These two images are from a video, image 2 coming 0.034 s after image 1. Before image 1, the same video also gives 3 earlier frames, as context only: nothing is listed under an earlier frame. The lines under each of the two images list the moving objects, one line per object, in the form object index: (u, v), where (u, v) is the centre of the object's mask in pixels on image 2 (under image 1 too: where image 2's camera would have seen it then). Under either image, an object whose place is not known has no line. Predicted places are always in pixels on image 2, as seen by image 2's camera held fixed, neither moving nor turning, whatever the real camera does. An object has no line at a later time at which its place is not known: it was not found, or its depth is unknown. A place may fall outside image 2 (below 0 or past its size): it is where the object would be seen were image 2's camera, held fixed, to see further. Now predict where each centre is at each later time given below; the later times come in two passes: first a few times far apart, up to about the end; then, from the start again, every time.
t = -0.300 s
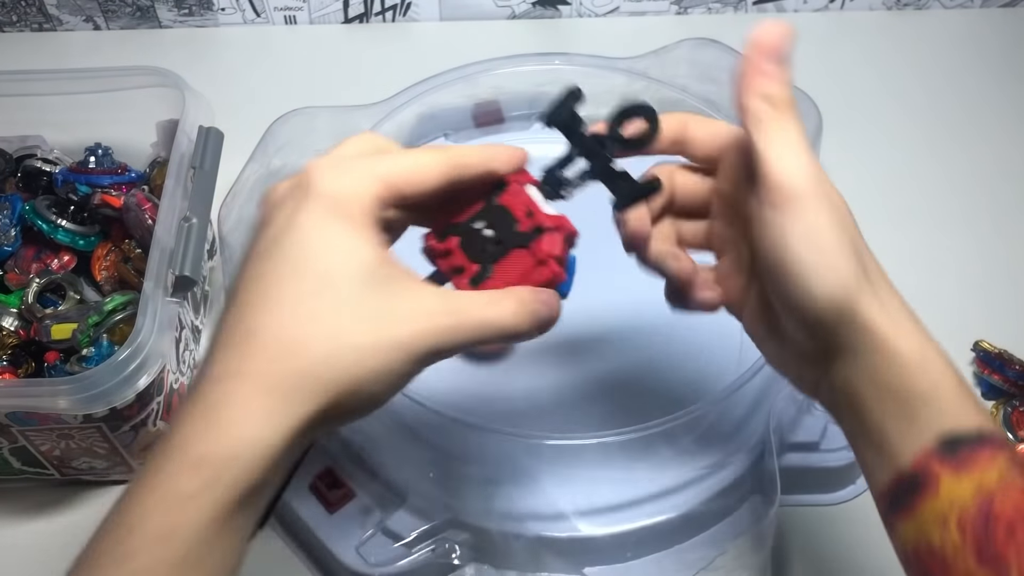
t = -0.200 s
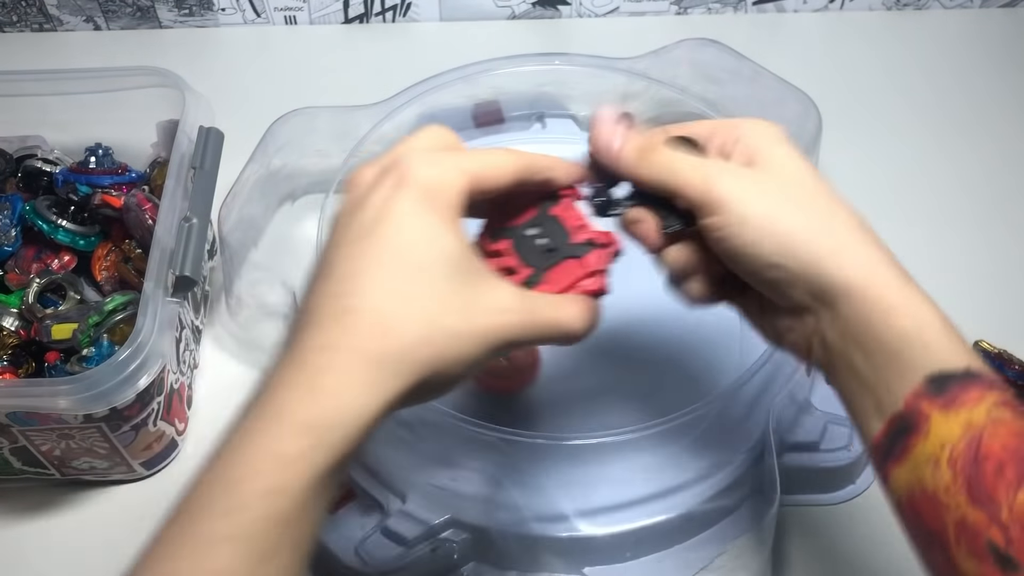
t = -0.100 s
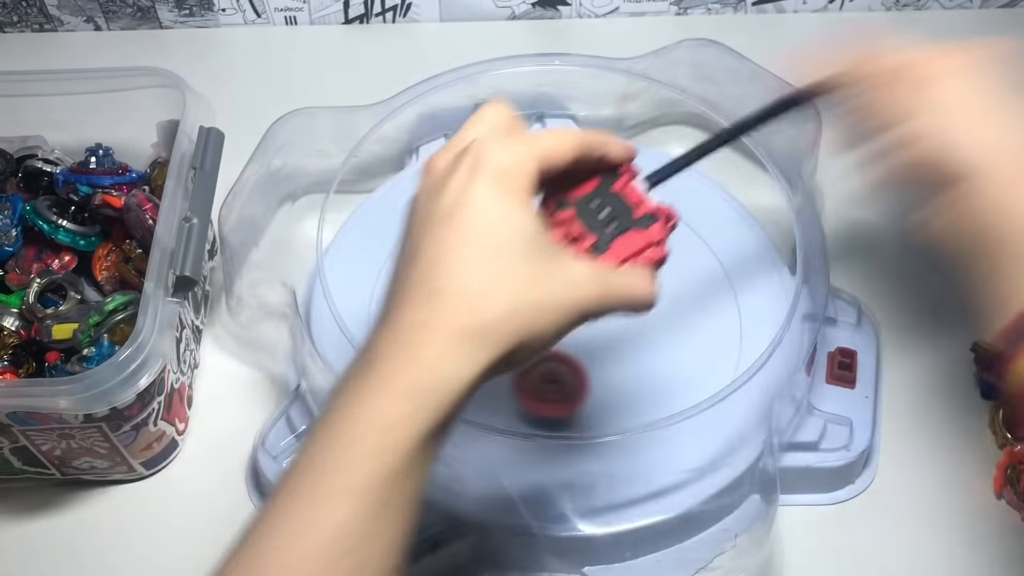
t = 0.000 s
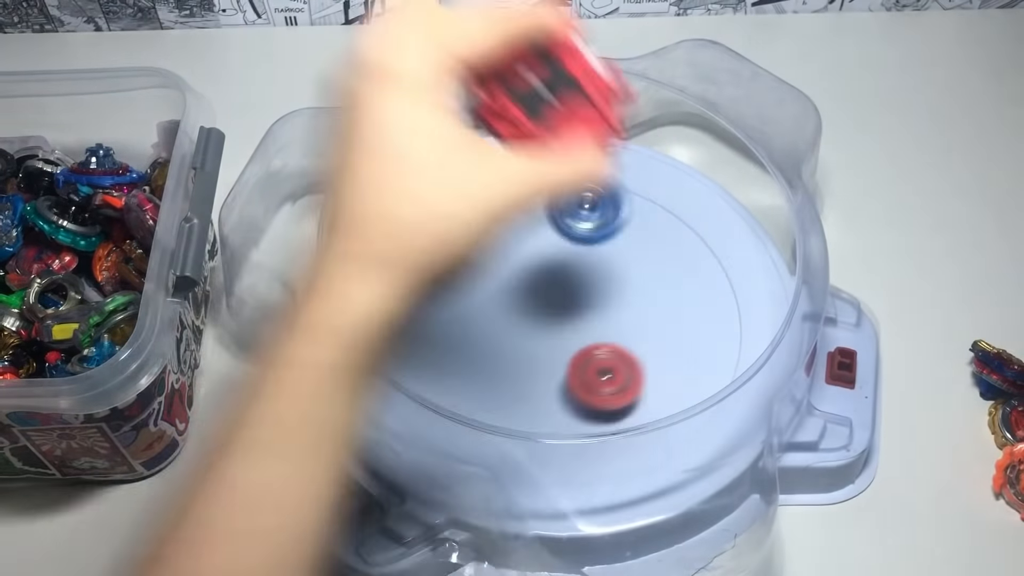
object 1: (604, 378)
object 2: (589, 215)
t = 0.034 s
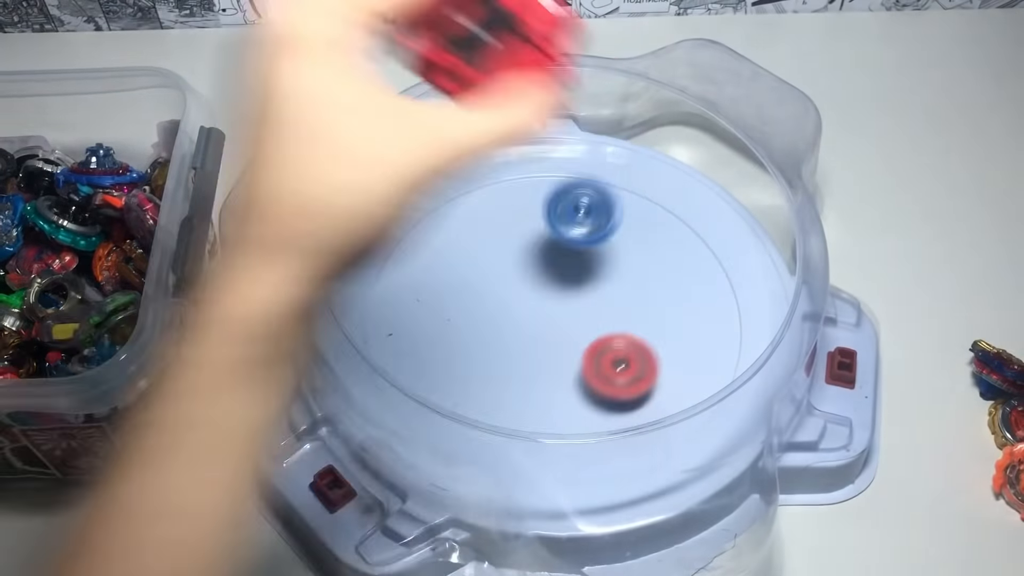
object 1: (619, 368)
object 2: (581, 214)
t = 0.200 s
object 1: (647, 309)
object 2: (557, 147)
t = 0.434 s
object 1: (576, 272)
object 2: (528, 197)
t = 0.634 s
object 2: (508, 256)
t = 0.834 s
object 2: (571, 321)
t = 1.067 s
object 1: (675, 363)
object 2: (622, 311)
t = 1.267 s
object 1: (644, 325)
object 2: (570, 275)
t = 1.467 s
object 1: (567, 329)
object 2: (529, 269)
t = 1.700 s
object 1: (522, 375)
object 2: (541, 312)
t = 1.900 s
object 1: (540, 389)
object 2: (609, 356)
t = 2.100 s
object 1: (552, 352)
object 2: (631, 334)
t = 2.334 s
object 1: (478, 320)
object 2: (662, 275)
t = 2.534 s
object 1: (428, 321)
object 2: (614, 292)
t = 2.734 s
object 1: (461, 339)
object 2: (538, 323)
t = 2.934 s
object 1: (343, 339)
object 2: (752, 259)
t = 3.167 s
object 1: (397, 327)
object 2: (599, 285)
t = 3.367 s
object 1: (347, 329)
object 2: (644, 285)
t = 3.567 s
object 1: (436, 352)
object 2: (755, 263)
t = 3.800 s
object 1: (574, 292)
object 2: (667, 283)
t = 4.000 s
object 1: (570, 215)
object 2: (583, 345)
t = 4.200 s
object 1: (609, 220)
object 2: (516, 367)
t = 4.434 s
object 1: (641, 272)
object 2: (524, 357)
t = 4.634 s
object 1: (650, 332)
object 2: (566, 339)
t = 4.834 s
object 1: (632, 382)
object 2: (570, 320)
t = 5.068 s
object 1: (567, 403)
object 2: (538, 316)
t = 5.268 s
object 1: (506, 386)
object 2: (517, 327)
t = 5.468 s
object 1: (452, 361)
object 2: (552, 290)
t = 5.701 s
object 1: (471, 300)
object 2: (580, 256)
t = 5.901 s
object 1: (514, 253)
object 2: (580, 271)
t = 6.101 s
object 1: (525, 219)
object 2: (645, 324)
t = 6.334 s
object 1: (577, 247)
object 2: (634, 350)
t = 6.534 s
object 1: (632, 290)
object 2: (566, 349)
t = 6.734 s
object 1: (713, 289)
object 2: (414, 374)
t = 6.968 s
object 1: (650, 332)
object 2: (521, 366)
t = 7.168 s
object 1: (645, 353)
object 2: (555, 312)
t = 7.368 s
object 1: (586, 338)
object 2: (546, 285)
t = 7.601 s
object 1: (553, 314)
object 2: (520, 256)
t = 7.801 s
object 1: (564, 326)
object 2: (514, 243)
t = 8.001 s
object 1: (577, 355)
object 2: (530, 236)
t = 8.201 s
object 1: (556, 364)
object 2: (568, 287)
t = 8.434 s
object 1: (524, 344)
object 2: (620, 326)
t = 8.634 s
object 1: (538, 328)
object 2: (616, 348)
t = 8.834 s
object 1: (551, 310)
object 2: (602, 370)
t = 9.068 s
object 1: (562, 280)
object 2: (559, 394)
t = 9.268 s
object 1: (557, 278)
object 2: (541, 346)
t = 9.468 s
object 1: (637, 251)
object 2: (454, 355)
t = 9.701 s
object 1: (619, 255)
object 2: (469, 347)
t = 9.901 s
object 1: (601, 260)
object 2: (518, 344)
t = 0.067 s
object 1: (631, 358)
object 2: (575, 229)
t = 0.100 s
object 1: (639, 346)
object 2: (570, 201)
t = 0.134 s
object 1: (646, 335)
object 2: (567, 171)
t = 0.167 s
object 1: (648, 323)
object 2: (561, 151)
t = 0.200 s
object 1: (647, 309)
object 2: (557, 147)
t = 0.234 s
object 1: (641, 295)
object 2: (548, 160)
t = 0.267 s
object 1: (632, 282)
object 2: (545, 168)
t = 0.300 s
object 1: (621, 271)
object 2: (544, 171)
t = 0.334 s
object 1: (608, 261)
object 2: (543, 180)
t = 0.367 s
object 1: (593, 254)
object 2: (543, 192)
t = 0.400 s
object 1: (582, 258)
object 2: (538, 200)
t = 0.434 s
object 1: (576, 272)
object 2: (528, 197)
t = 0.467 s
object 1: (569, 288)
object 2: (518, 199)
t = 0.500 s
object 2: (509, 204)
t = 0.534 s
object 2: (504, 213)
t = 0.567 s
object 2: (502, 225)
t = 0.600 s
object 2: (504, 240)
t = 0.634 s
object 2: (508, 256)
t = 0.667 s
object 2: (514, 273)
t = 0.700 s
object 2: (523, 290)
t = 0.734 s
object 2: (535, 305)
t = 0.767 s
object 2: (547, 312)
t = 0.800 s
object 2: (559, 317)
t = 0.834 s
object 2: (571, 321)
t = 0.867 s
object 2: (583, 323)
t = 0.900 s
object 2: (595, 323)
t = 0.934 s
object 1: (644, 391)
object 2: (605, 322)
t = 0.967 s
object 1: (655, 386)
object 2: (613, 320)
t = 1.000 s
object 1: (665, 380)
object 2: (619, 318)
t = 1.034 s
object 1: (671, 373)
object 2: (622, 314)
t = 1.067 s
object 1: (675, 363)
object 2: (622, 311)
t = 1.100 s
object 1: (674, 353)
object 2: (619, 308)
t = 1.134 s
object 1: (673, 347)
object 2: (611, 298)
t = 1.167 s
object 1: (668, 340)
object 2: (602, 292)
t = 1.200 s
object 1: (661, 334)
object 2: (591, 286)
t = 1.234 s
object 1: (653, 329)
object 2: (580, 281)
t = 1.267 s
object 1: (644, 325)
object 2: (570, 275)
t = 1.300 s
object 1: (634, 321)
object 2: (561, 272)
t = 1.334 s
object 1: (622, 319)
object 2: (553, 269)
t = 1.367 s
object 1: (608, 319)
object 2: (547, 270)
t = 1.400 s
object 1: (592, 317)
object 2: (541, 272)
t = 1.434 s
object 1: (579, 323)
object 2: (535, 271)
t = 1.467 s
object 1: (567, 329)
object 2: (529, 269)
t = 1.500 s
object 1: (557, 336)
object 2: (524, 268)
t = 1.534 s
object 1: (547, 343)
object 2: (522, 271)
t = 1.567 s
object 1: (539, 349)
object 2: (521, 275)
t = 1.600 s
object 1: (532, 356)
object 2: (523, 282)
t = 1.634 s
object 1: (526, 363)
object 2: (527, 292)
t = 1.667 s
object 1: (523, 369)
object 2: (533, 302)
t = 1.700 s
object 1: (522, 375)
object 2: (541, 312)
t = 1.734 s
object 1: (523, 382)
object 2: (551, 323)
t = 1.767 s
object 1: (525, 388)
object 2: (562, 333)
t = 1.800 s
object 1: (528, 392)
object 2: (574, 342)
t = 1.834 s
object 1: (533, 393)
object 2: (587, 348)
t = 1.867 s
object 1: (537, 392)
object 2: (599, 353)
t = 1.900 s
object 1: (540, 389)
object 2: (609, 356)
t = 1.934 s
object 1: (543, 385)
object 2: (617, 357)
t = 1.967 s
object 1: (546, 380)
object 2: (622, 356)
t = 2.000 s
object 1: (548, 373)
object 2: (626, 353)
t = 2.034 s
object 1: (550, 365)
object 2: (629, 348)
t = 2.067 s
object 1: (551, 358)
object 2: (630, 342)
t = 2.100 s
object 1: (552, 352)
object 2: (631, 334)
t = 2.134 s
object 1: (552, 345)
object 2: (630, 325)
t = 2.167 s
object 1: (551, 339)
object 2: (626, 316)
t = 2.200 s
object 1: (551, 333)
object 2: (622, 308)
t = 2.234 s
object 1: (531, 328)
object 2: (633, 299)
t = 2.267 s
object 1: (509, 326)
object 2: (647, 288)
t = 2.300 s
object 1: (492, 323)
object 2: (656, 280)
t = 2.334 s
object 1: (478, 320)
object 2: (662, 275)
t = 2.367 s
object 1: (466, 319)
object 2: (663, 272)
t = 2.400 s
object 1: (454, 318)
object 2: (659, 271)
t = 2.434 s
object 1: (445, 318)
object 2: (652, 274)
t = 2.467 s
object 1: (437, 317)
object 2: (642, 278)
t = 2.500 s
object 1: (431, 320)
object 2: (629, 285)
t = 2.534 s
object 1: (428, 321)
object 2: (614, 292)
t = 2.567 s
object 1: (426, 326)
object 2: (599, 299)
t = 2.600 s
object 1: (428, 329)
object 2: (585, 306)
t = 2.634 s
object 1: (432, 333)
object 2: (571, 311)
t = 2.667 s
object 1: (440, 336)
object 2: (559, 316)
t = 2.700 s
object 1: (449, 339)
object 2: (548, 320)
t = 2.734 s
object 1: (461, 339)
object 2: (538, 323)
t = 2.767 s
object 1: (433, 342)
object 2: (566, 320)
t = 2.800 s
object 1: (384, 344)
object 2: (616, 309)
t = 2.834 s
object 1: (364, 339)
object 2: (663, 296)
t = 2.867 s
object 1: (351, 341)
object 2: (703, 283)
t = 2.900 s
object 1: (344, 339)
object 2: (734, 271)
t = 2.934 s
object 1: (343, 339)
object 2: (752, 259)
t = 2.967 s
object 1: (346, 338)
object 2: (759, 258)
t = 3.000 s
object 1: (350, 336)
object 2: (738, 260)
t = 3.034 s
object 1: (357, 334)
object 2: (713, 267)
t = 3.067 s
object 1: (364, 333)
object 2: (686, 270)
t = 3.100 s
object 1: (373, 330)
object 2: (657, 275)
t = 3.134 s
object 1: (385, 328)
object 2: (628, 280)
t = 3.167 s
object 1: (397, 327)
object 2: (599, 285)
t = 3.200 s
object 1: (413, 325)
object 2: (572, 292)
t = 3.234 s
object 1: (431, 325)
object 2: (546, 298)
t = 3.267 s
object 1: (448, 322)
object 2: (524, 304)
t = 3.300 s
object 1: (406, 325)
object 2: (560, 300)
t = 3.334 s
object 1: (371, 324)
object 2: (604, 292)
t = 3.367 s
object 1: (347, 329)
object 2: (644, 285)
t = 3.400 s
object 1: (340, 336)
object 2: (679, 277)
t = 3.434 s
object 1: (354, 345)
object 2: (708, 270)
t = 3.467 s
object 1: (371, 345)
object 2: (730, 264)
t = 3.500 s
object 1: (391, 348)
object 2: (743, 259)
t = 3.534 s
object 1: (414, 351)
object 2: (752, 261)
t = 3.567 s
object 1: (436, 352)
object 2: (755, 263)
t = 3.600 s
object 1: (461, 349)
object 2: (755, 264)
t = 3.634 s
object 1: (485, 345)
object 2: (750, 266)
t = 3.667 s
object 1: (508, 338)
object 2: (740, 267)
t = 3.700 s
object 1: (529, 329)
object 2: (726, 271)
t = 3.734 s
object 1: (547, 319)
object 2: (709, 275)
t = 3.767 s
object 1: (561, 306)
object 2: (690, 279)
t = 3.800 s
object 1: (574, 292)
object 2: (667, 283)
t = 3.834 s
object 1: (579, 278)
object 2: (648, 288)
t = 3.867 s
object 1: (575, 258)
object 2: (637, 302)
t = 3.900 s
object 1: (570, 242)
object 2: (625, 316)
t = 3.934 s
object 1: (567, 230)
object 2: (612, 327)
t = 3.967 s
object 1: (567, 221)
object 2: (597, 337)
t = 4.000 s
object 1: (570, 215)
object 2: (583, 345)
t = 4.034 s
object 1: (576, 211)
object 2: (569, 352)
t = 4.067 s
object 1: (583, 211)
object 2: (555, 358)
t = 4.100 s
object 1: (589, 211)
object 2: (543, 362)
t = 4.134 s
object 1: (596, 213)
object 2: (532, 365)
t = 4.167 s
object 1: (603, 216)
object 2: (523, 366)
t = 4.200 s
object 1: (609, 220)
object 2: (516, 367)
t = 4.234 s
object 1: (615, 225)
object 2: (512, 367)
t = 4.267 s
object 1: (620, 231)
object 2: (509, 366)
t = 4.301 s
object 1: (625, 238)
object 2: (509, 366)
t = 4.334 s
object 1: (629, 246)
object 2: (510, 364)
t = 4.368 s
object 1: (634, 254)
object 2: (514, 362)
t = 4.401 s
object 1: (638, 264)
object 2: (518, 360)
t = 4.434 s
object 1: (641, 272)
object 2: (524, 357)
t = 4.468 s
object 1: (644, 283)
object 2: (530, 353)
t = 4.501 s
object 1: (647, 292)
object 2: (536, 350)
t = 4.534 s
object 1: (649, 303)
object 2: (543, 347)
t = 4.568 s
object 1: (651, 312)
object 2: (551, 344)
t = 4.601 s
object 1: (651, 323)
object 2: (559, 342)
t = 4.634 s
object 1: (650, 332)
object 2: (566, 339)
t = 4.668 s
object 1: (649, 340)
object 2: (572, 336)
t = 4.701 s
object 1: (647, 349)
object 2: (576, 333)
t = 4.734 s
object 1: (646, 358)
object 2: (575, 329)
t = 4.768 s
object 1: (643, 368)
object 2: (575, 325)
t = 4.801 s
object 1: (638, 375)
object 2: (573, 322)
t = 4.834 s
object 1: (632, 382)
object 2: (570, 320)
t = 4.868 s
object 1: (624, 388)
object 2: (567, 317)
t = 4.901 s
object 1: (616, 393)
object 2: (562, 316)
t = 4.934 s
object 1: (607, 397)
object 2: (557, 315)
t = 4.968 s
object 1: (597, 400)
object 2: (551, 315)
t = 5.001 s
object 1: (587, 402)
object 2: (546, 315)
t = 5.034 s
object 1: (577, 404)
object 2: (542, 316)
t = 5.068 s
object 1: (567, 403)
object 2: (538, 316)
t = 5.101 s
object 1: (556, 402)
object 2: (532, 319)
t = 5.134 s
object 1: (546, 402)
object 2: (529, 320)
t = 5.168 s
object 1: (535, 398)
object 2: (526, 322)
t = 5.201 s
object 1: (525, 396)
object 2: (524, 324)
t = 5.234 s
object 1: (515, 391)
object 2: (520, 325)
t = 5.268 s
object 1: (506, 386)
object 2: (517, 327)
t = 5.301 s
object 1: (498, 381)
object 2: (514, 327)
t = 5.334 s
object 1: (487, 378)
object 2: (517, 326)
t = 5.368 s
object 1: (473, 377)
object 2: (526, 317)
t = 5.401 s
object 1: (462, 374)
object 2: (535, 308)
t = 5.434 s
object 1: (455, 368)
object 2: (544, 299)
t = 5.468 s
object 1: (452, 361)
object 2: (552, 290)
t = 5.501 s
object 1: (450, 352)
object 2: (559, 281)
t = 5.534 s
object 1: (451, 343)
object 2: (565, 274)
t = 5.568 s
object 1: (453, 334)
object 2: (570, 269)
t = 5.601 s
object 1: (456, 326)
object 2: (574, 264)
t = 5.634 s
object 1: (460, 317)
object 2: (577, 260)
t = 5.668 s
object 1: (466, 308)
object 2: (579, 257)
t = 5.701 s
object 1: (471, 300)
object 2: (580, 256)
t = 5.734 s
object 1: (478, 292)
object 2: (581, 256)
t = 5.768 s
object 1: (485, 283)
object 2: (581, 257)
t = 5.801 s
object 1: (492, 275)
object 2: (581, 259)
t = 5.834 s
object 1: (499, 267)
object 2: (580, 262)
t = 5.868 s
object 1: (507, 260)
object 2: (579, 265)
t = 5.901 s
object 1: (514, 253)
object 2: (580, 271)
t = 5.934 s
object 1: (510, 241)
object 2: (593, 280)
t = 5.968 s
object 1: (508, 231)
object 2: (606, 291)
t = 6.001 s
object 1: (510, 225)
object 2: (618, 301)
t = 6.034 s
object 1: (514, 221)
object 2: (629, 310)
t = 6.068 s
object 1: (519, 219)
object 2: (638, 317)
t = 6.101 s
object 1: (525, 219)
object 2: (645, 324)
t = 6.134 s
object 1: (531, 220)
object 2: (650, 331)
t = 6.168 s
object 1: (538, 222)
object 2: (652, 336)
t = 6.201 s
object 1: (545, 226)
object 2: (652, 342)
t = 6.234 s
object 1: (553, 230)
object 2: (650, 344)
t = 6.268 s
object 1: (561, 236)
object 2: (646, 347)
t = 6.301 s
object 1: (569, 241)
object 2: (641, 349)
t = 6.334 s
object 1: (577, 247)
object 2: (634, 350)
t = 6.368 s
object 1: (585, 255)
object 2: (627, 350)
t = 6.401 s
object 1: (592, 262)
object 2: (618, 350)
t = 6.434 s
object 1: (600, 270)
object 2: (610, 349)
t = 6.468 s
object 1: (607, 277)
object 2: (600, 348)
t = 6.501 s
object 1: (614, 285)
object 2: (590, 346)
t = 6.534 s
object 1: (632, 290)
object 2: (566, 349)
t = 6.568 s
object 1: (660, 284)
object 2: (532, 357)
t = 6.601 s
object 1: (685, 281)
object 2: (501, 362)
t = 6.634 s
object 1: (707, 282)
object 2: (472, 366)
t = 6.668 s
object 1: (722, 284)
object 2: (447, 369)
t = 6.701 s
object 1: (721, 285)
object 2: (429, 370)
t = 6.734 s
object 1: (713, 289)
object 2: (414, 374)
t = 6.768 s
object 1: (702, 292)
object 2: (409, 375)
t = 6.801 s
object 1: (692, 298)
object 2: (416, 376)
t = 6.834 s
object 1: (684, 303)
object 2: (429, 375)
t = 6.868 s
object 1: (675, 309)
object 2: (445, 374)
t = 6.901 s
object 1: (667, 317)
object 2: (467, 374)
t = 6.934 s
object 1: (658, 325)
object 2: (493, 370)
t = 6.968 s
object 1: (650, 332)
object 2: (521, 366)
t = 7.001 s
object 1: (640, 339)
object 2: (549, 361)
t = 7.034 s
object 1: (639, 347)
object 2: (564, 353)
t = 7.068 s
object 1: (647, 349)
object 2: (563, 342)
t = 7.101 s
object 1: (653, 353)
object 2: (560, 330)
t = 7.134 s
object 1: (652, 354)
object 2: (557, 320)
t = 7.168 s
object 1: (645, 353)
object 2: (555, 312)
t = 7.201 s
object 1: (634, 352)
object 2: (552, 304)
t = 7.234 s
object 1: (623, 350)
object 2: (550, 299)
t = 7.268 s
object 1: (613, 347)
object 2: (550, 295)
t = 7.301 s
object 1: (603, 344)
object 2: (549, 293)
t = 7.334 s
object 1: (593, 339)
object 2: (548, 291)
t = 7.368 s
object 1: (586, 338)
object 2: (546, 285)
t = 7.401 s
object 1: (578, 336)
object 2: (543, 277)
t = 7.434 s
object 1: (571, 332)
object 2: (539, 271)
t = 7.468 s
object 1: (564, 327)
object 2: (535, 268)
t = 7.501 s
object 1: (560, 321)
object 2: (531, 265)
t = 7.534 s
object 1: (557, 319)
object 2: (528, 262)
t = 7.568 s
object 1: (554, 316)
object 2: (523, 259)
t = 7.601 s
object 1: (553, 314)
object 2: (520, 256)
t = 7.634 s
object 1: (552, 312)
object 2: (517, 253)
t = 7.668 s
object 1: (554, 309)
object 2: (515, 252)
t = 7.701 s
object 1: (554, 307)
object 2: (514, 251)
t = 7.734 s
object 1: (557, 305)
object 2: (515, 252)
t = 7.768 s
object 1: (559, 310)
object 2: (516, 252)
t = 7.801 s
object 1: (564, 326)
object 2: (514, 243)
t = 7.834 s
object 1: (569, 336)
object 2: (514, 235)
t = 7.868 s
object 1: (571, 343)
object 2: (515, 231)
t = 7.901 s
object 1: (572, 344)
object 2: (517, 229)
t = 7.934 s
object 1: (575, 347)
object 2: (521, 229)
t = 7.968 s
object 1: (576, 352)
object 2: (525, 232)
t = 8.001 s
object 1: (577, 355)
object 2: (530, 236)
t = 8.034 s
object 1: (574, 360)
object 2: (535, 242)
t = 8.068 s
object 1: (572, 363)
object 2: (541, 249)
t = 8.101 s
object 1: (568, 365)
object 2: (547, 257)
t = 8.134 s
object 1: (564, 366)
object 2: (554, 266)
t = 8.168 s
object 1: (560, 365)
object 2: (561, 277)
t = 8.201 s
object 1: (556, 364)
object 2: (568, 287)
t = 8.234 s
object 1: (553, 362)
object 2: (574, 297)
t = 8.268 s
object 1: (549, 358)
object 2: (582, 308)
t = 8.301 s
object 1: (540, 356)
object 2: (591, 313)
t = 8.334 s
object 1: (530, 355)
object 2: (602, 316)
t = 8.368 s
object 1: (525, 352)
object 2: (610, 318)
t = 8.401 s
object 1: (523, 347)
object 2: (617, 321)
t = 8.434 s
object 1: (524, 344)
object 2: (620, 326)
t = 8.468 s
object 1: (527, 343)
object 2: (623, 330)
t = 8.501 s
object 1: (527, 341)
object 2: (623, 333)
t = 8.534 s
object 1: (528, 338)
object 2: (622, 338)
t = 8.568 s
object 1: (531, 335)
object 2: (620, 341)
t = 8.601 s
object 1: (537, 332)
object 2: (617, 343)
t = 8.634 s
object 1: (538, 328)
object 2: (616, 348)
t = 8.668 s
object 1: (538, 322)
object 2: (618, 352)
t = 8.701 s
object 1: (542, 318)
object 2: (617, 358)
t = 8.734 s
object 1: (545, 318)
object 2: (613, 361)
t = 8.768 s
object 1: (549, 318)
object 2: (609, 361)
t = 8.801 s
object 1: (550, 314)
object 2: (606, 366)
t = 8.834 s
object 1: (551, 310)
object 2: (602, 370)
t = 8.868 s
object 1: (555, 309)
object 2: (596, 371)
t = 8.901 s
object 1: (556, 306)
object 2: (590, 378)
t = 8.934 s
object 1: (555, 293)
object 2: (586, 387)
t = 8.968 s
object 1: (555, 282)
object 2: (580, 394)
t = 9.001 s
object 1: (558, 276)
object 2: (572, 397)
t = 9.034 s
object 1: (561, 277)
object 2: (565, 397)
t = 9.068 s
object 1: (562, 280)
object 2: (559, 394)
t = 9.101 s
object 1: (559, 282)
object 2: (552, 387)
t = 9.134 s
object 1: (557, 281)
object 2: (548, 380)
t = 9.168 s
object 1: (556, 279)
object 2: (544, 373)
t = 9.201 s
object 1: (555, 278)
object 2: (542, 364)
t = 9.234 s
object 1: (557, 277)
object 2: (541, 355)
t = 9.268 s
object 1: (557, 278)
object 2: (541, 346)
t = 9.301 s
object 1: (560, 278)
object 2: (539, 340)
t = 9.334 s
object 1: (586, 267)
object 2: (516, 344)
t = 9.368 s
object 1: (608, 258)
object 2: (498, 349)
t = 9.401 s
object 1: (622, 254)
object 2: (479, 356)
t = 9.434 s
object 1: (631, 251)
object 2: (466, 353)
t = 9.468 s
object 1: (637, 251)
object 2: (454, 355)
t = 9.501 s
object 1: (641, 251)
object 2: (449, 352)
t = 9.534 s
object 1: (643, 251)
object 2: (446, 349)
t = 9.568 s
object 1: (642, 251)
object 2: (448, 348)
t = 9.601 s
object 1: (639, 252)
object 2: (451, 348)
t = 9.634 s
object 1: (632, 253)
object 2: (456, 348)
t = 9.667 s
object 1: (626, 254)
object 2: (463, 347)
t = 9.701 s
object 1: (619, 255)
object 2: (469, 347)
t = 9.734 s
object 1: (613, 255)
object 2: (477, 347)
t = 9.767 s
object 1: (608, 256)
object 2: (485, 347)
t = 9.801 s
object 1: (605, 257)
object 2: (494, 347)
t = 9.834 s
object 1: (602, 257)
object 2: (503, 346)
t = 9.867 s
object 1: (601, 259)
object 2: (510, 346)
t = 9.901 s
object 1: (601, 260)
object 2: (518, 344)
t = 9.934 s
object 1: (601, 261)
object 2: (523, 344)
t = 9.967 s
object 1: (603, 263)
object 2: (528, 342)
